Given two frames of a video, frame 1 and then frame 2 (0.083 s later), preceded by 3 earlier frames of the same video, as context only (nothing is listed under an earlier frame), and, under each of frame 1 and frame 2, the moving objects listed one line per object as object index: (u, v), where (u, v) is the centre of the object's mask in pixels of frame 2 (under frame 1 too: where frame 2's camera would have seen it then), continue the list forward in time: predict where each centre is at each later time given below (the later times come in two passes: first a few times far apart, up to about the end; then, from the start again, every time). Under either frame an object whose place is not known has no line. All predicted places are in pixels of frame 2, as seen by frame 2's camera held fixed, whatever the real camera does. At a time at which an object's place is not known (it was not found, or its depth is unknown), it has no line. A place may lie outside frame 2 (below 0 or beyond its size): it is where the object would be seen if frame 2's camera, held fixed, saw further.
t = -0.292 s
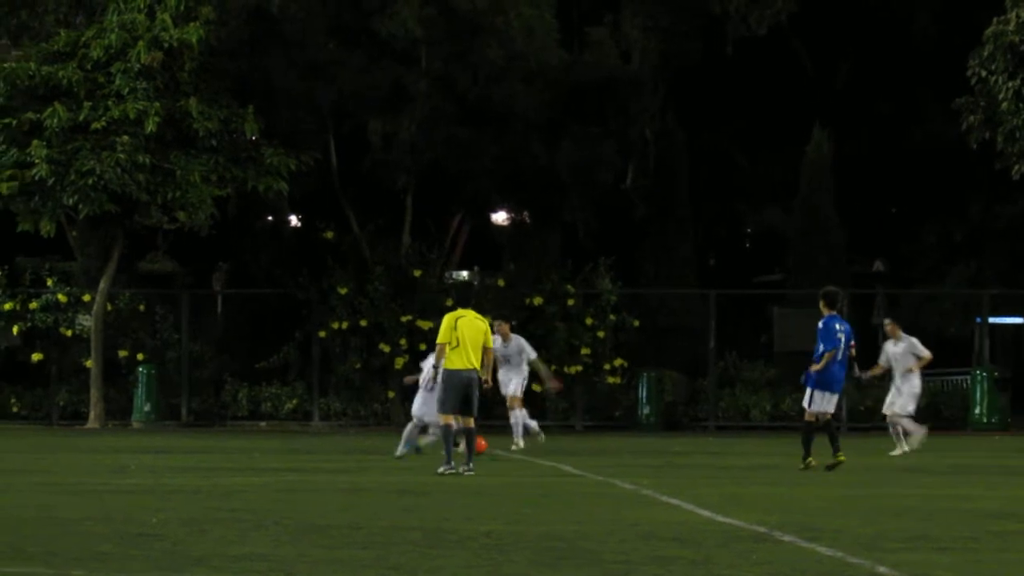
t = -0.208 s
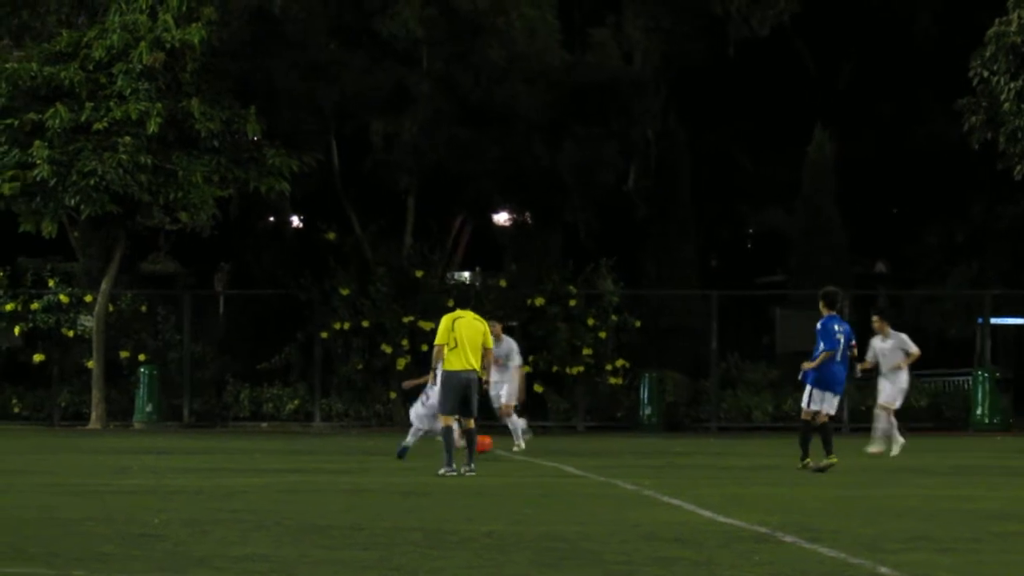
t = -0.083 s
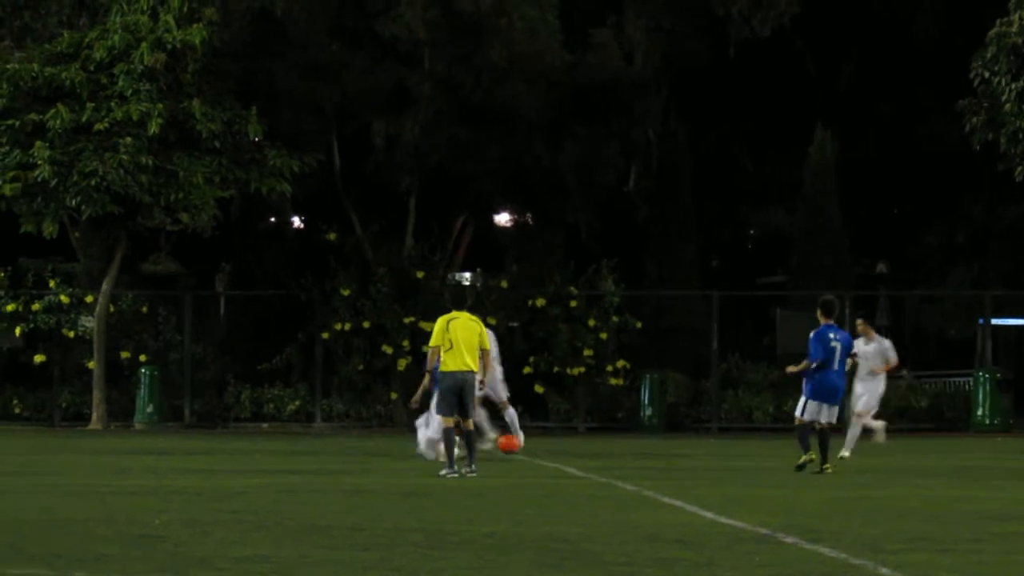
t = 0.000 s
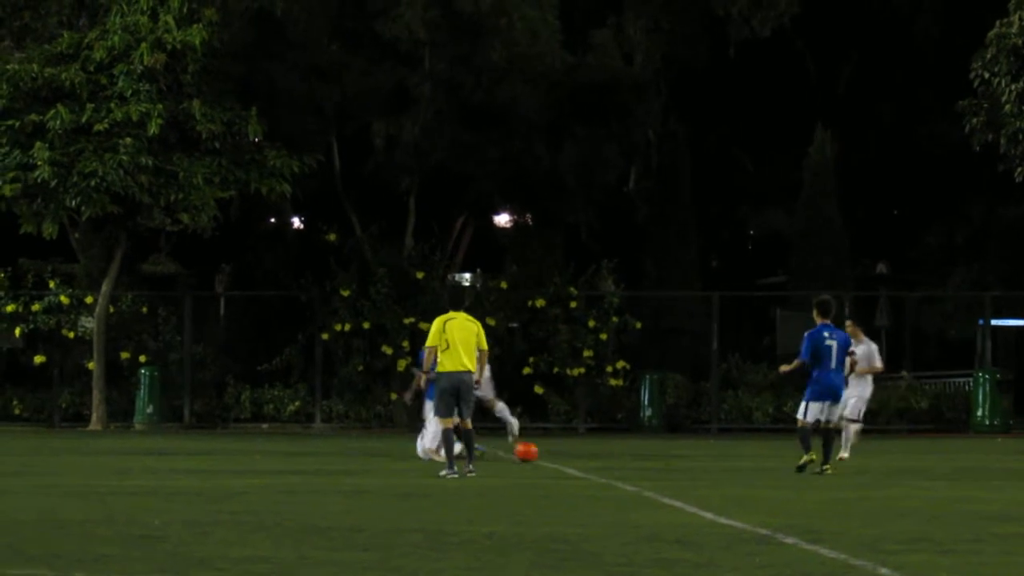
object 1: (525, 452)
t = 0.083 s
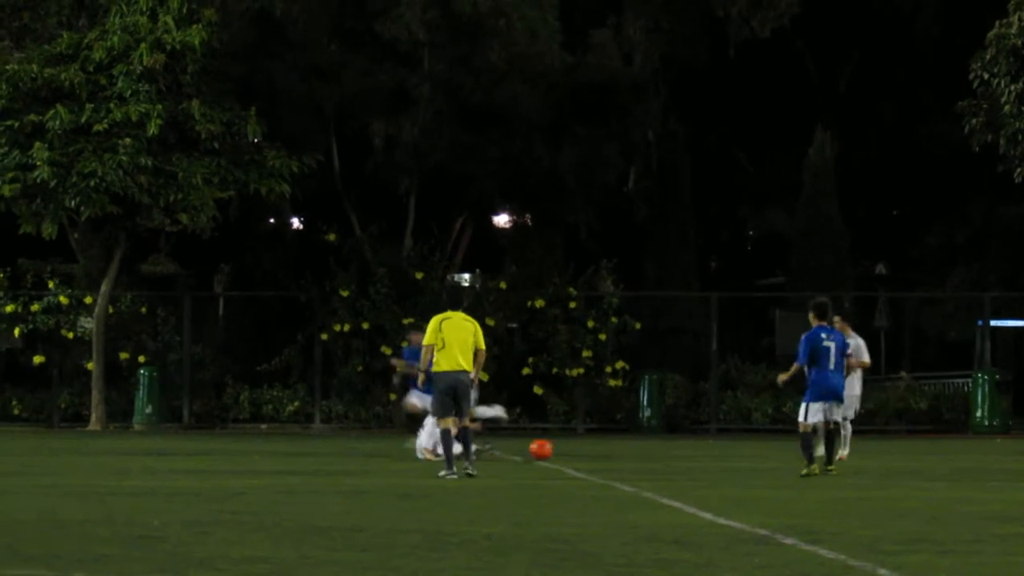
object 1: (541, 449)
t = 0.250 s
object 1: (570, 454)
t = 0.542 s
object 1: (614, 460)
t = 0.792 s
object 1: (643, 465)
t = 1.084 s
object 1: (676, 468)
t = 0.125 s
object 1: (549, 450)
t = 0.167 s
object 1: (556, 452)
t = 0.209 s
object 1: (564, 455)
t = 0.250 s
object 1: (570, 454)
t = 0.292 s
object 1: (577, 453)
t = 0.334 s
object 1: (583, 455)
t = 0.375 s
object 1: (590, 457)
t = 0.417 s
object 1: (596, 458)
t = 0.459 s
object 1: (603, 459)
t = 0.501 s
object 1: (609, 459)
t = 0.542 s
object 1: (614, 460)
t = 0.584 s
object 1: (620, 462)
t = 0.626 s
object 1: (625, 462)
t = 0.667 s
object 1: (630, 463)
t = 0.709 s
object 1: (635, 464)
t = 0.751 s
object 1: (639, 464)
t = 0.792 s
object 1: (643, 465)
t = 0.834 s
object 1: (648, 466)
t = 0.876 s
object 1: (653, 466)
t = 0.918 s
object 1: (657, 467)
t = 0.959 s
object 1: (662, 466)
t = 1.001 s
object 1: (667, 467)
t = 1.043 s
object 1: (672, 469)
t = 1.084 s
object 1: (676, 468)
